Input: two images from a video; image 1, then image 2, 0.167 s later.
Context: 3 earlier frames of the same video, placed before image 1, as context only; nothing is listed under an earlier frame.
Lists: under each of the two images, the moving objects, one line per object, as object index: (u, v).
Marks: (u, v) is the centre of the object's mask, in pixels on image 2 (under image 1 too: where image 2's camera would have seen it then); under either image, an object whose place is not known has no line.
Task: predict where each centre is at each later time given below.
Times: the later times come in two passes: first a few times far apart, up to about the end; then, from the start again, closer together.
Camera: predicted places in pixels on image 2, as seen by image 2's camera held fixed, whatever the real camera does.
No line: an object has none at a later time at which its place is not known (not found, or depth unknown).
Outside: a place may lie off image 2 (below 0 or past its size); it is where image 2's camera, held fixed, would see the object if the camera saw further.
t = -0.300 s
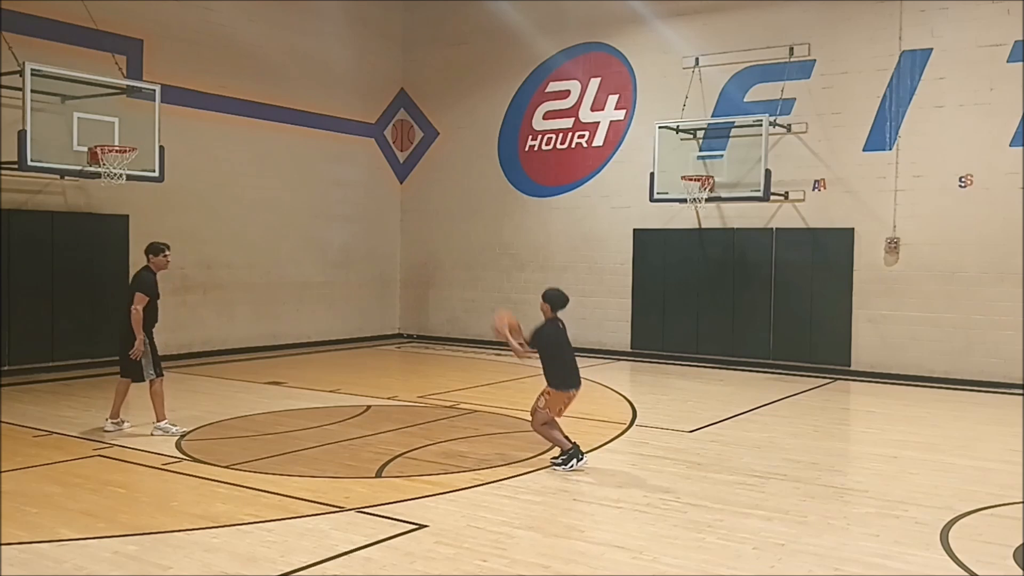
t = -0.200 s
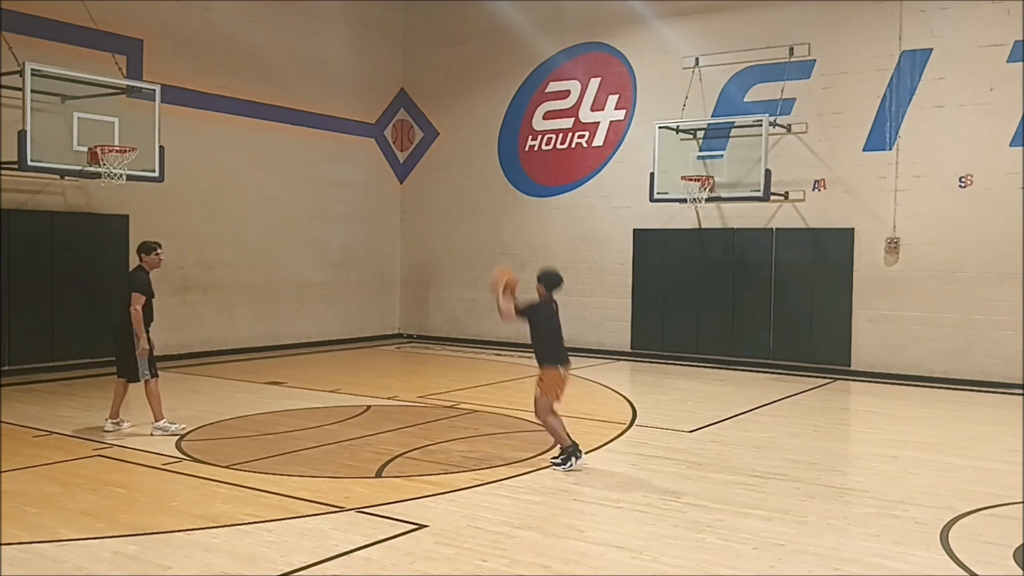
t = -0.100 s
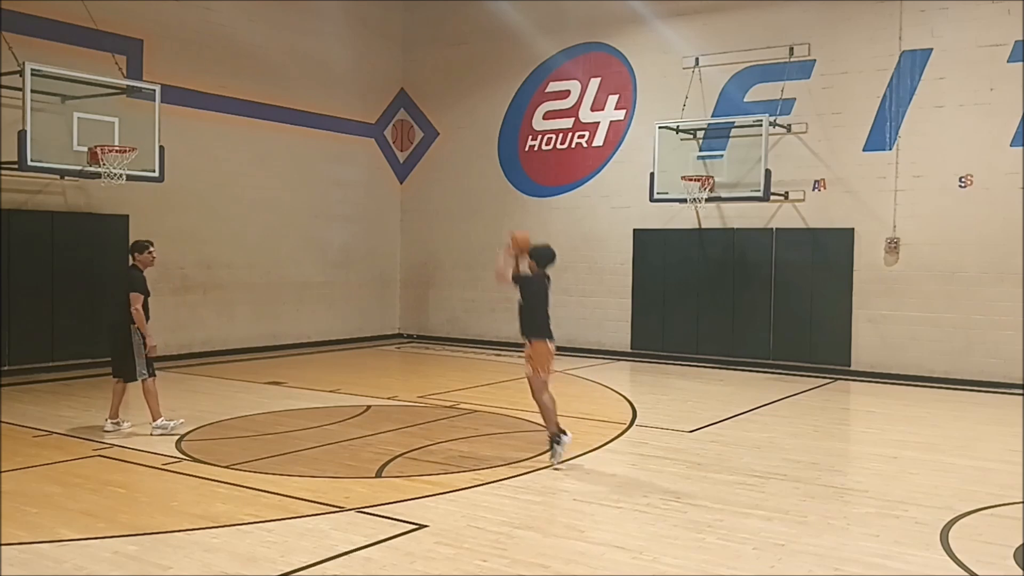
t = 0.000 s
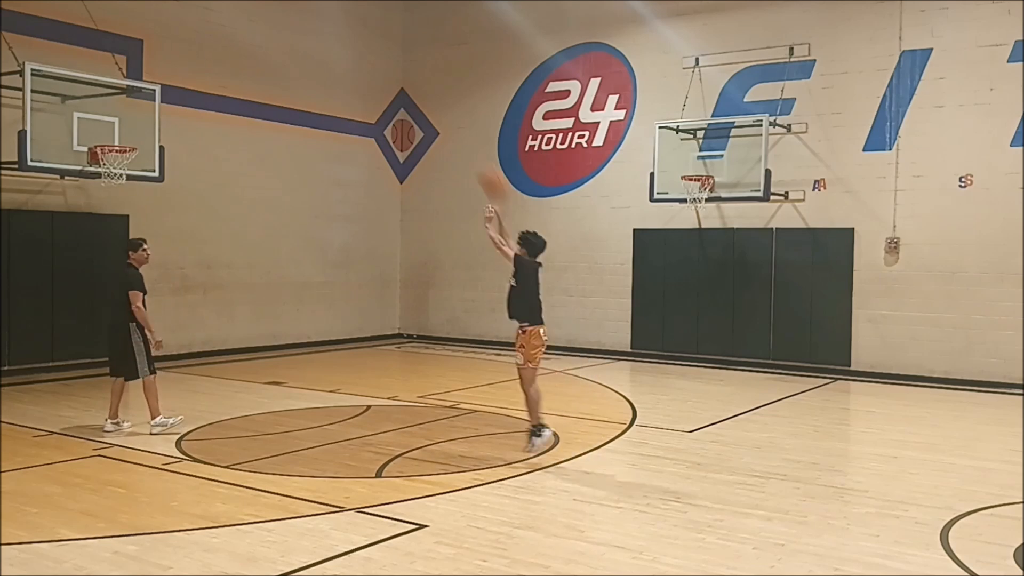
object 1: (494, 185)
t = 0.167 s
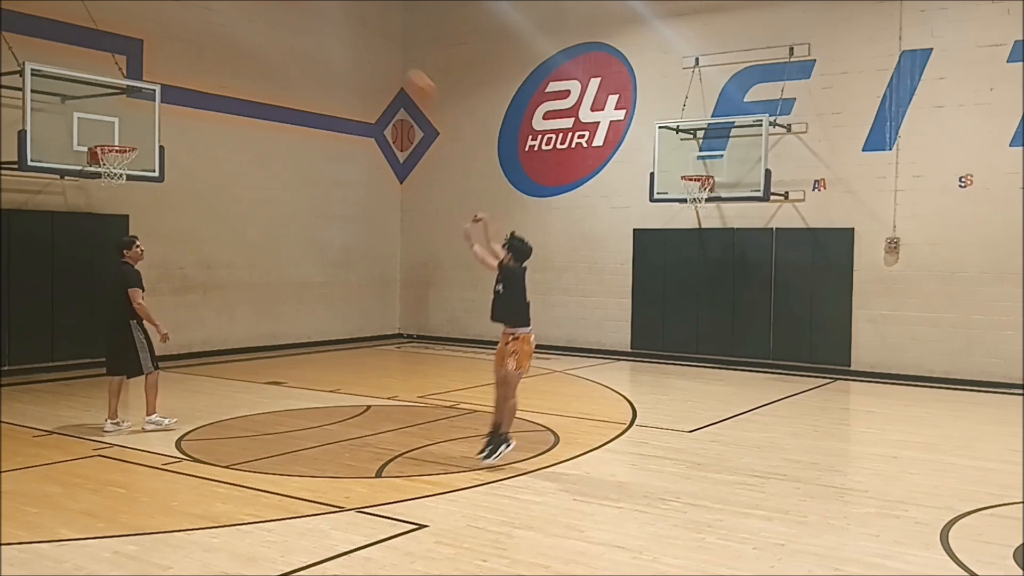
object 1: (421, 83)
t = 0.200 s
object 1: (407, 69)
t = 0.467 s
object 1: (307, 9)
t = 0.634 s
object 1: (251, 8)
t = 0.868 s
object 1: (183, 45)
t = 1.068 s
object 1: (129, 114)
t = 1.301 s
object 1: (110, 129)
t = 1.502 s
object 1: (126, 115)
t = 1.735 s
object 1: (145, 135)
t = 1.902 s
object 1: (160, 171)
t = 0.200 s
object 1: (407, 69)
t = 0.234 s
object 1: (394, 60)
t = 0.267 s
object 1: (381, 49)
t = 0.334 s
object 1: (354, 29)
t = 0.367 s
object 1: (342, 22)
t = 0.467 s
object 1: (307, 9)
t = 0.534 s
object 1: (284, 7)
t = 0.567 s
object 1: (274, 7)
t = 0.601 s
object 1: (262, 7)
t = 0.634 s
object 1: (251, 8)
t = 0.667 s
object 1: (241, 10)
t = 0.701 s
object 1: (231, 13)
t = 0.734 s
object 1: (221, 18)
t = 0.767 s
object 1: (211, 23)
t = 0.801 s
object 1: (202, 29)
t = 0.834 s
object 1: (192, 36)
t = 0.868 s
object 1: (183, 45)
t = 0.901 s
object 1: (175, 55)
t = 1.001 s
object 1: (146, 90)
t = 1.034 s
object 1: (139, 100)
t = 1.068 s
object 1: (129, 114)
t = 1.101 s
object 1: (122, 128)
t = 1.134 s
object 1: (114, 137)
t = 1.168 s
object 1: (111, 137)
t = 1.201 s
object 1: (108, 138)
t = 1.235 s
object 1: (105, 138)
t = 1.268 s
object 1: (108, 134)
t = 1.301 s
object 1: (110, 129)
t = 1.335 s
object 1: (113, 125)
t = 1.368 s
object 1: (115, 121)
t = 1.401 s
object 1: (118, 118)
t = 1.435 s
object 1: (120, 117)
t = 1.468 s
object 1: (123, 116)
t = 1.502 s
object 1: (126, 115)
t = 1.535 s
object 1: (128, 116)
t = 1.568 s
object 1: (130, 118)
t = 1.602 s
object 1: (133, 120)
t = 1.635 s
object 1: (136, 123)
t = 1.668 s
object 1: (139, 126)
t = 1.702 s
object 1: (142, 130)
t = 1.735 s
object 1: (145, 135)
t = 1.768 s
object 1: (148, 140)
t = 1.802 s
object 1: (151, 146)
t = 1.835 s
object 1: (154, 154)
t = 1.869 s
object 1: (157, 162)
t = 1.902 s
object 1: (160, 171)
